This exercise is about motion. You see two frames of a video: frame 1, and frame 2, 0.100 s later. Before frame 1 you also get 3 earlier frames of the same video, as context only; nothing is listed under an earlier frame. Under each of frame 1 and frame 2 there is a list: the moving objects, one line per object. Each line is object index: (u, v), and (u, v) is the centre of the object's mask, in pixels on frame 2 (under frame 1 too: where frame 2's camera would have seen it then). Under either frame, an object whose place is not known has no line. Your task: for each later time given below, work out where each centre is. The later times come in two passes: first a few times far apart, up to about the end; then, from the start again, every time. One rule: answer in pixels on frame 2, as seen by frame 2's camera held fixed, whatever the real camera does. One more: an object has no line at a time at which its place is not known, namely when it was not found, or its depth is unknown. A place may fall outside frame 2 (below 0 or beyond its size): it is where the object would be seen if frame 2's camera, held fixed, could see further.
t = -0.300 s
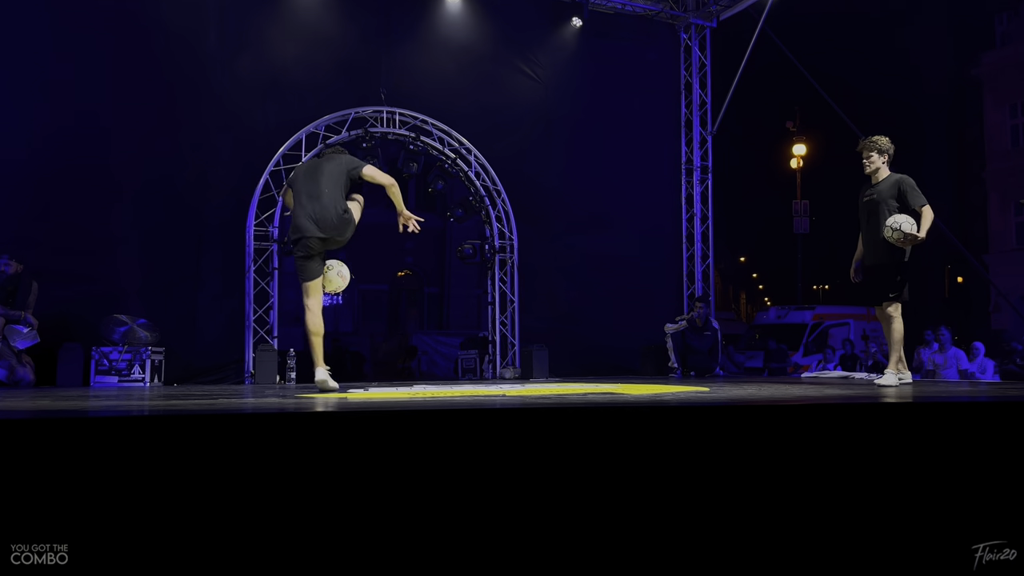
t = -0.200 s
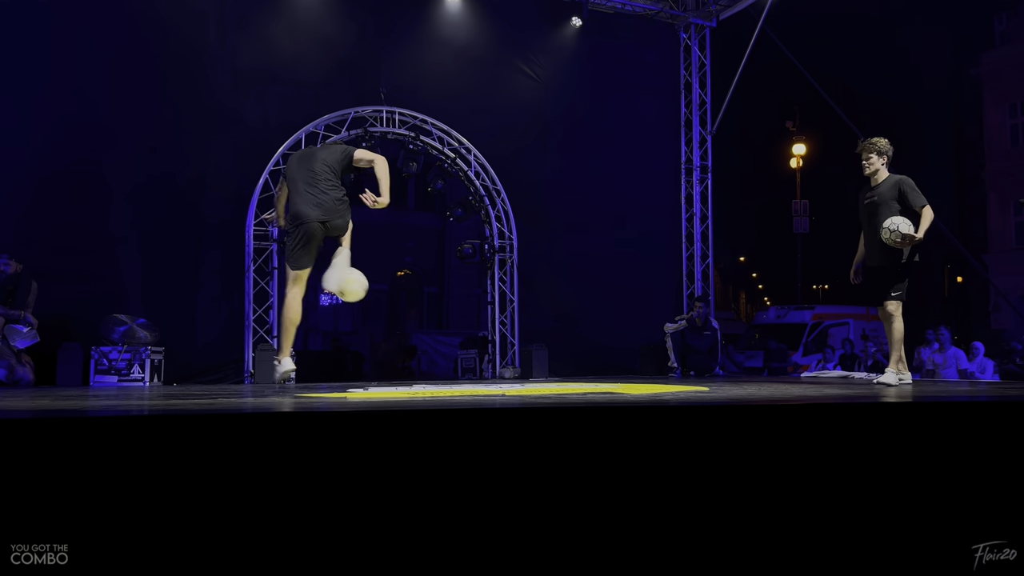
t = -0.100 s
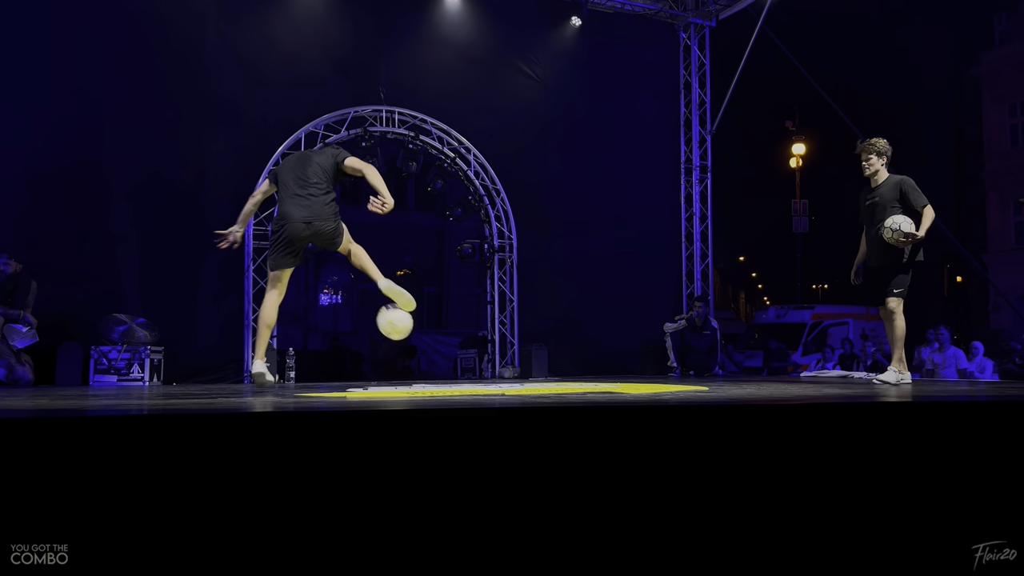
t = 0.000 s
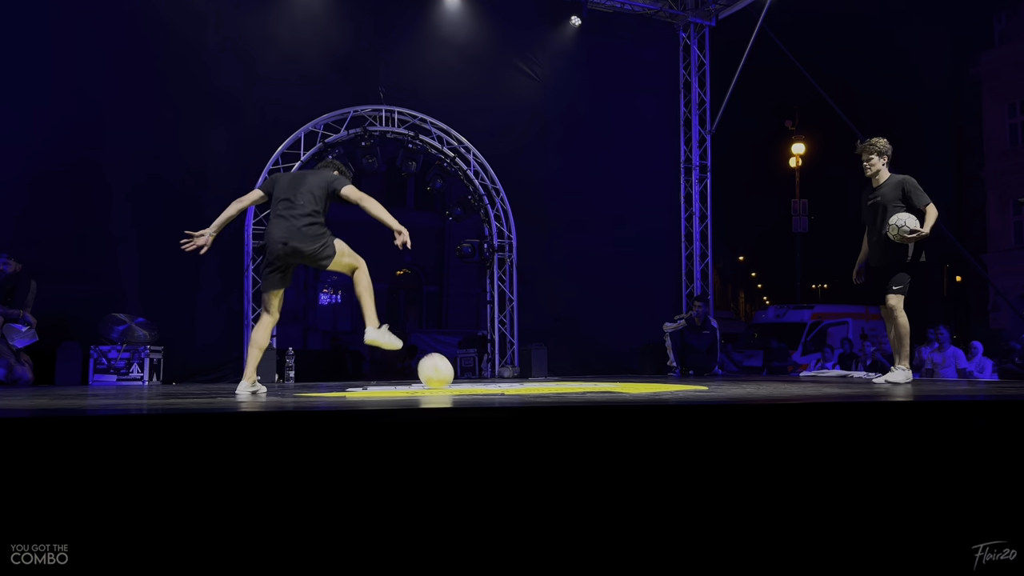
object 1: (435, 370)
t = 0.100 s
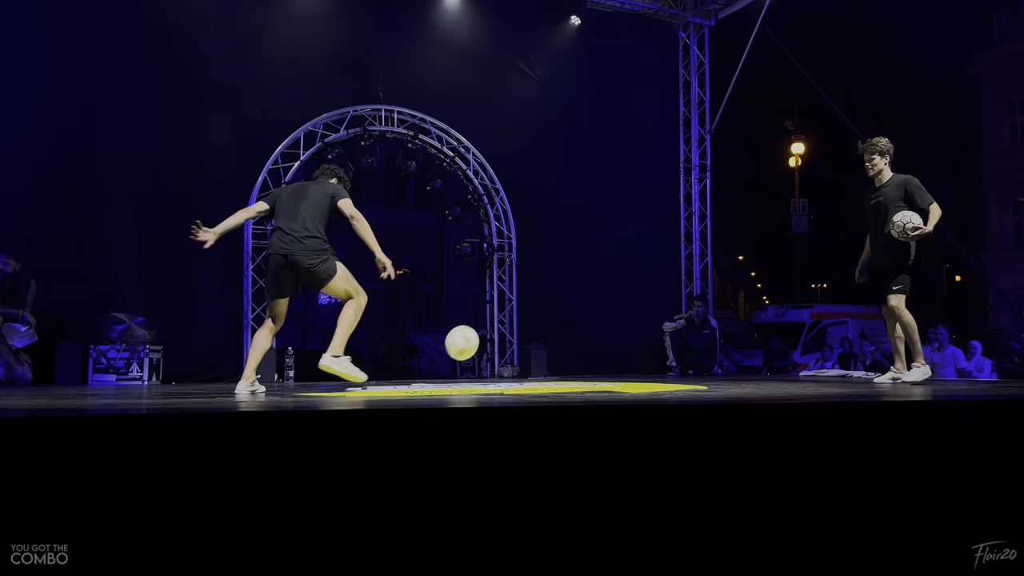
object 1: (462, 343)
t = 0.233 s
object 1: (495, 318)
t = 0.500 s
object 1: (558, 344)
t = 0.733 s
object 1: (609, 342)
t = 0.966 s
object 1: (657, 355)
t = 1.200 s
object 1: (704, 353)
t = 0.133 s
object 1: (470, 334)
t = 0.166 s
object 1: (478, 327)
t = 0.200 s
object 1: (487, 322)
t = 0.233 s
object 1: (495, 318)
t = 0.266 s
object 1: (503, 315)
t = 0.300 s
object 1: (511, 315)
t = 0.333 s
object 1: (519, 316)
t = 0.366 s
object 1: (527, 318)
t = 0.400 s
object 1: (535, 323)
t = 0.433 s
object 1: (543, 328)
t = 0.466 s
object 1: (550, 335)
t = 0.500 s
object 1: (558, 344)
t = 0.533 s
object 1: (566, 355)
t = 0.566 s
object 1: (573, 366)
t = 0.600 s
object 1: (581, 368)
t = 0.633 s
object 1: (588, 359)
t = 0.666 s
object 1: (595, 352)
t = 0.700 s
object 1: (602, 346)
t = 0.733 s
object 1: (609, 342)
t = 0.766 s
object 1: (616, 339)
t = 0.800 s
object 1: (623, 338)
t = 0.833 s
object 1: (630, 339)
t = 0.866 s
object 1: (636, 340)
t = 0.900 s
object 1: (643, 344)
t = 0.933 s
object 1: (650, 349)
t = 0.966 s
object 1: (657, 355)
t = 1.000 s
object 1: (663, 363)
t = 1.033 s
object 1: (670, 371)
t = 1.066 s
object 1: (677, 365)
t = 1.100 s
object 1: (684, 360)
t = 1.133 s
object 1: (691, 356)
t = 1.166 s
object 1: (698, 354)
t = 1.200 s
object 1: (704, 353)
